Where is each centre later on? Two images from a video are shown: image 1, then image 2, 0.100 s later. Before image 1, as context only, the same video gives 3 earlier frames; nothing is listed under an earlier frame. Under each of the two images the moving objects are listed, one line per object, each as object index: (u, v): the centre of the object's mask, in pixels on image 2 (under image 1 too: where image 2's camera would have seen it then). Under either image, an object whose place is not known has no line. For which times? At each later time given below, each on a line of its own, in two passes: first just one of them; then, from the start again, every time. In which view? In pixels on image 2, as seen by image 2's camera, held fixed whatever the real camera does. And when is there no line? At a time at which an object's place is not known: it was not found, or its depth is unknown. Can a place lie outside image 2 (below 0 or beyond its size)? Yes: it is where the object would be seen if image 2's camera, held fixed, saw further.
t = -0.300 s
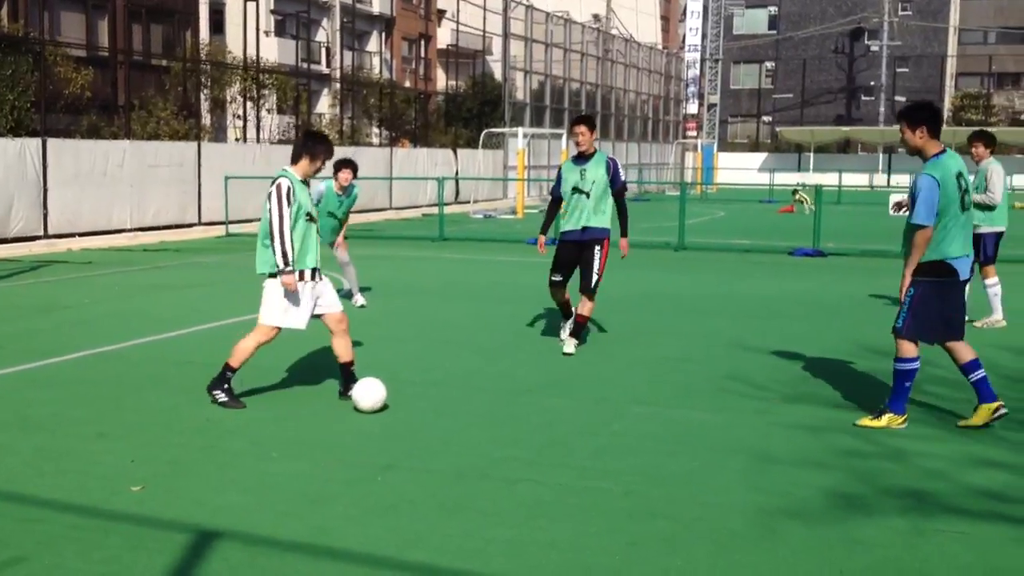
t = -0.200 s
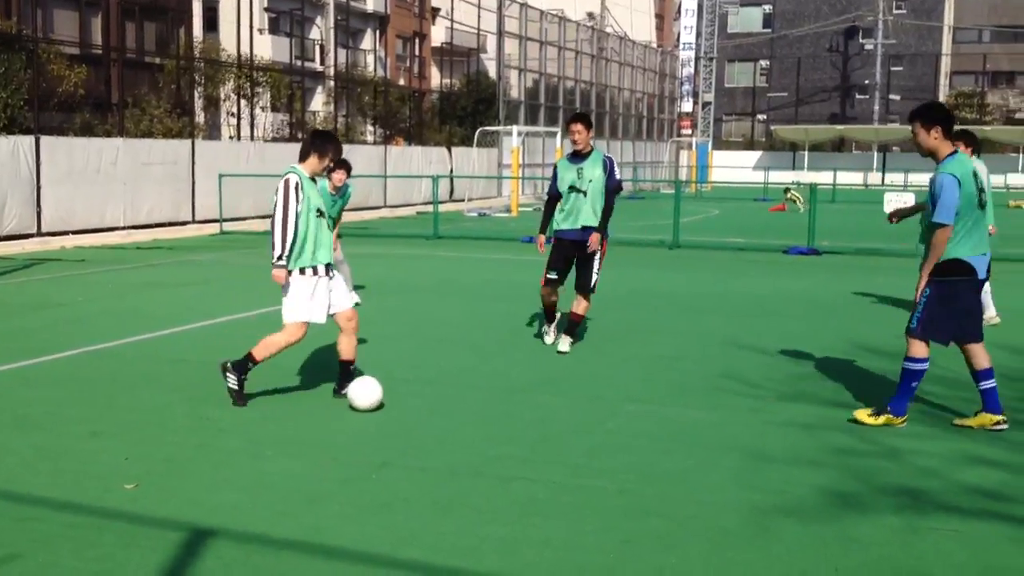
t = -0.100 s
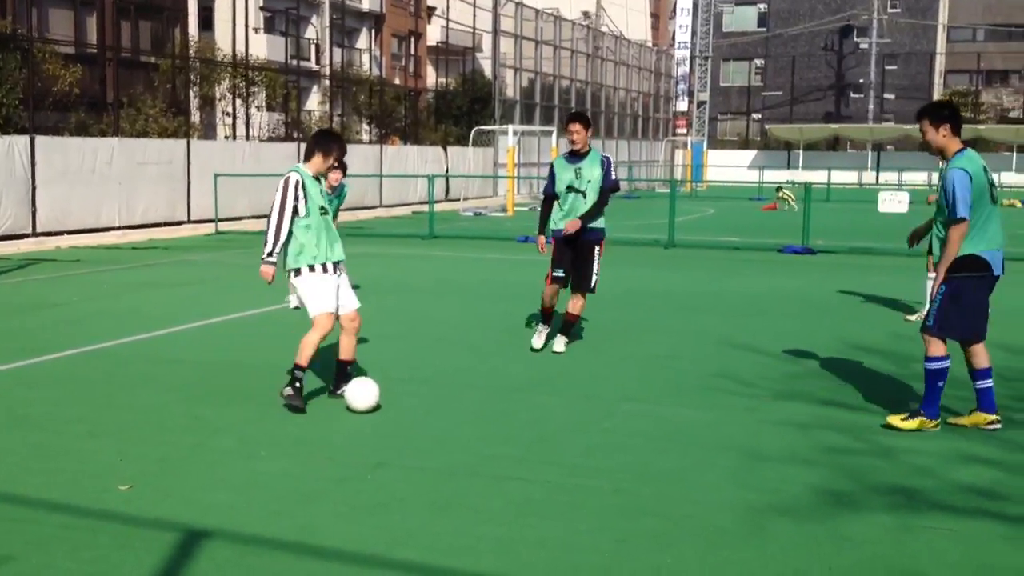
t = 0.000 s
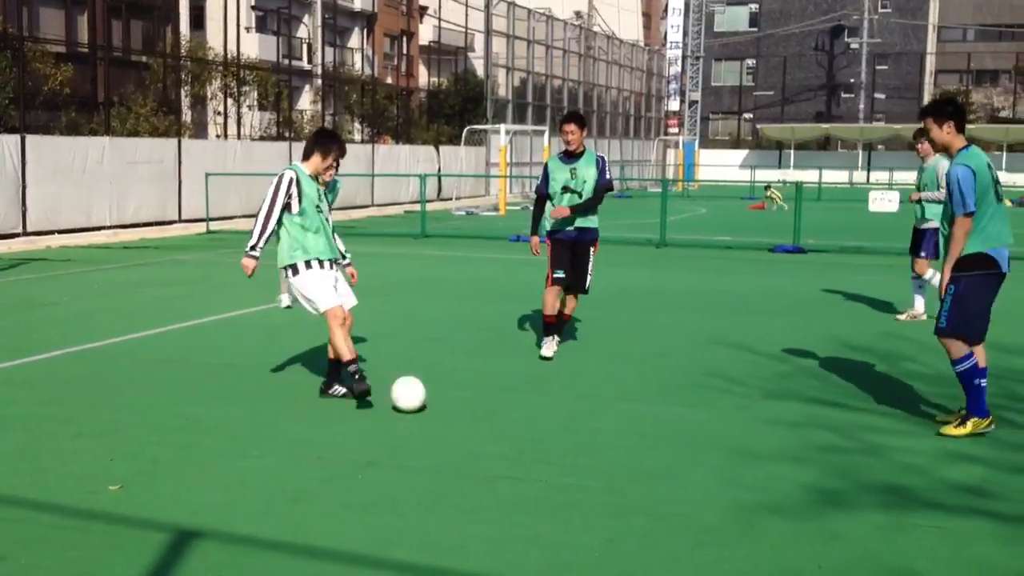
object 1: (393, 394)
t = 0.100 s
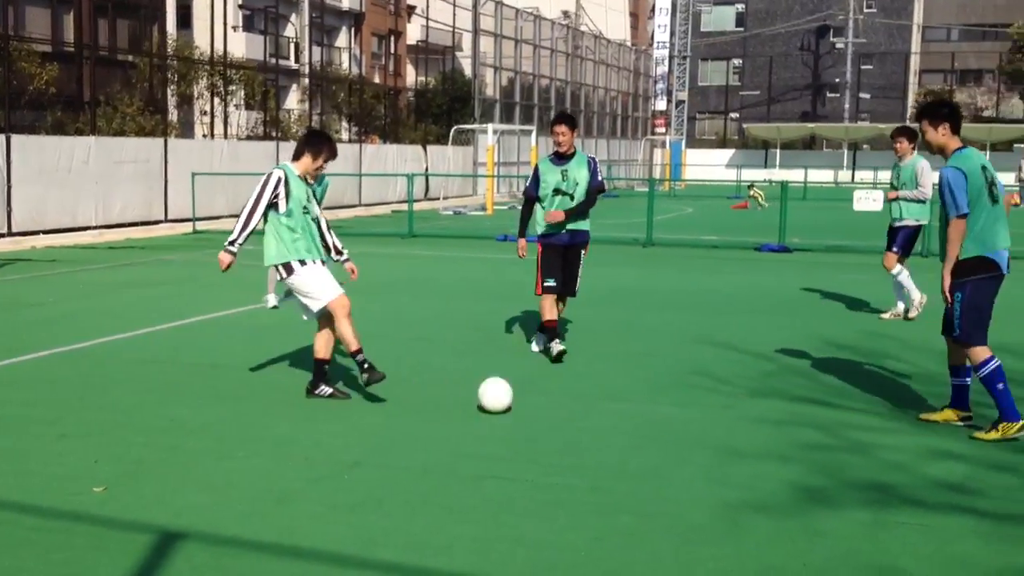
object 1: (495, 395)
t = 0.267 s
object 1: (643, 397)
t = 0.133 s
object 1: (527, 396)
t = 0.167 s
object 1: (557, 395)
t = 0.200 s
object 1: (587, 397)
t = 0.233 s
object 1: (616, 396)
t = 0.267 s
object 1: (643, 397)
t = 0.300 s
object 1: (668, 397)
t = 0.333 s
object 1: (693, 397)
